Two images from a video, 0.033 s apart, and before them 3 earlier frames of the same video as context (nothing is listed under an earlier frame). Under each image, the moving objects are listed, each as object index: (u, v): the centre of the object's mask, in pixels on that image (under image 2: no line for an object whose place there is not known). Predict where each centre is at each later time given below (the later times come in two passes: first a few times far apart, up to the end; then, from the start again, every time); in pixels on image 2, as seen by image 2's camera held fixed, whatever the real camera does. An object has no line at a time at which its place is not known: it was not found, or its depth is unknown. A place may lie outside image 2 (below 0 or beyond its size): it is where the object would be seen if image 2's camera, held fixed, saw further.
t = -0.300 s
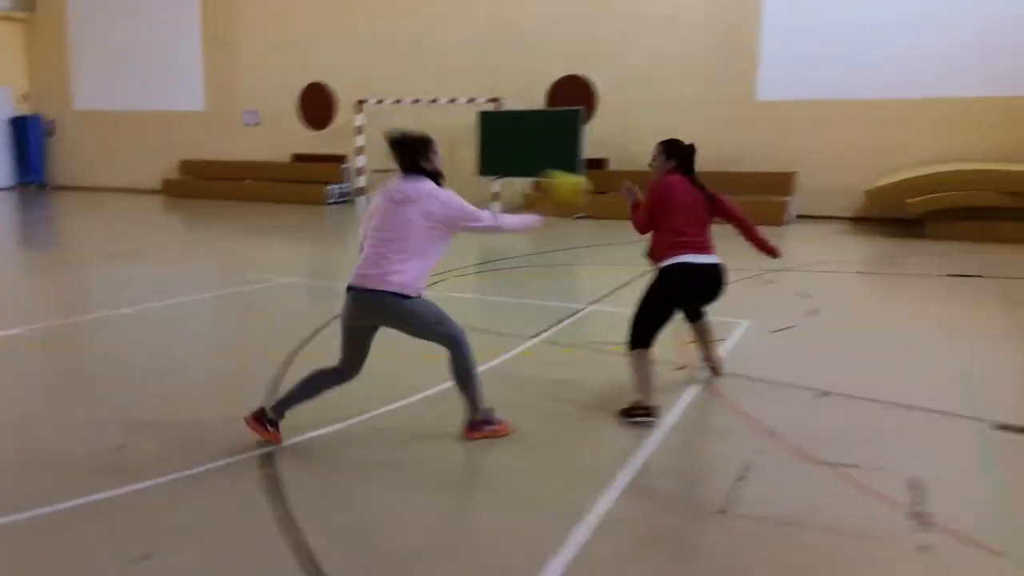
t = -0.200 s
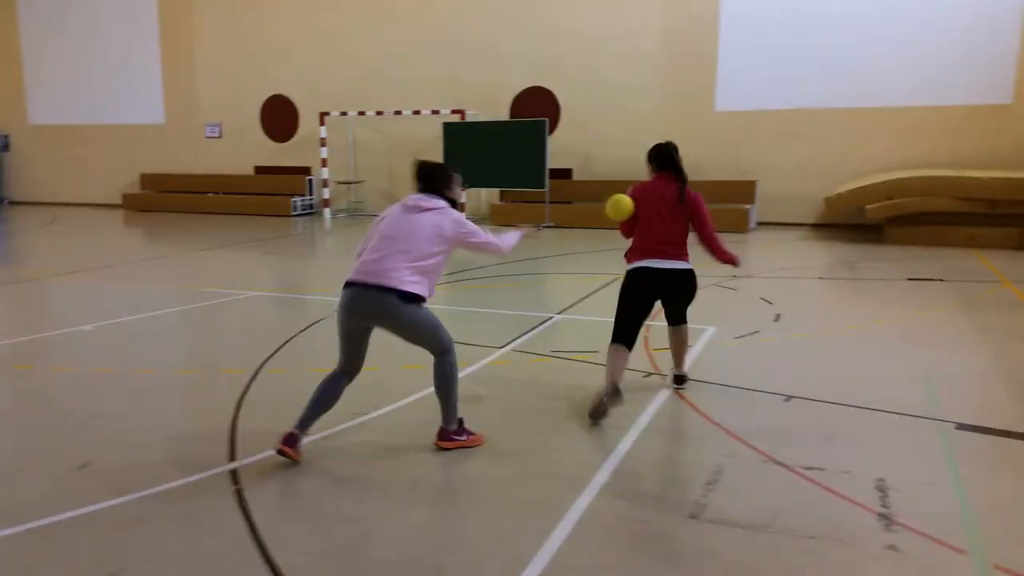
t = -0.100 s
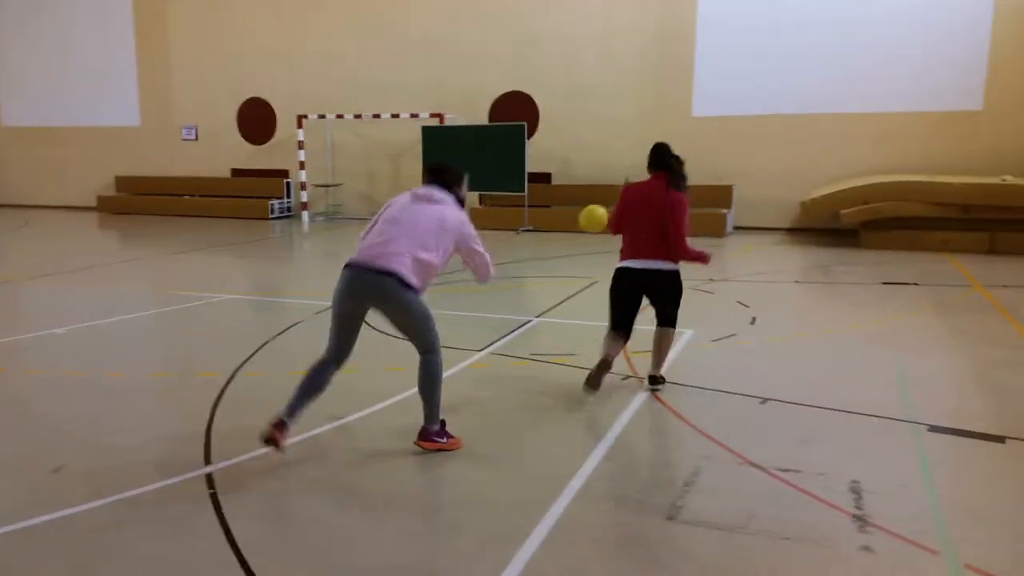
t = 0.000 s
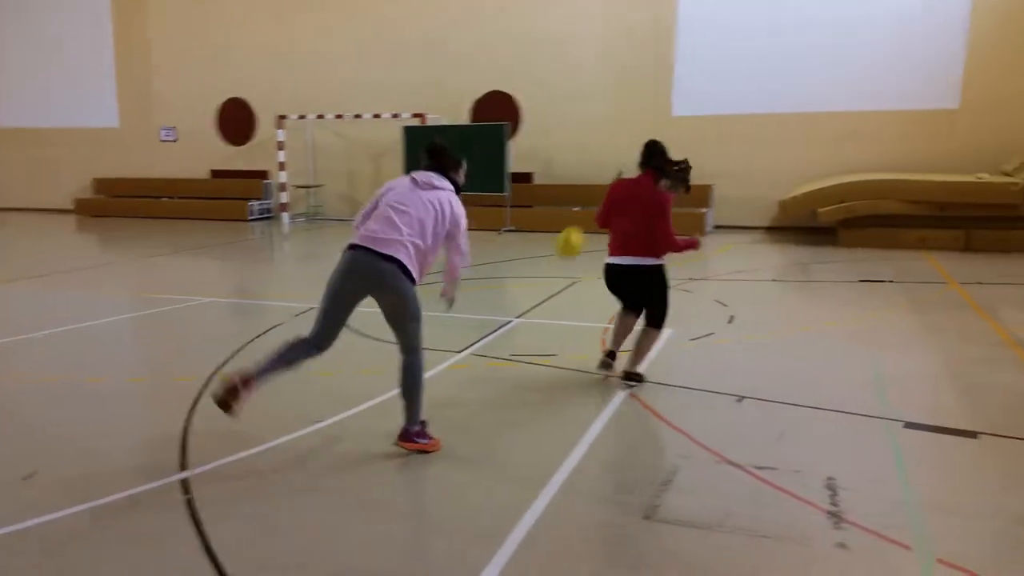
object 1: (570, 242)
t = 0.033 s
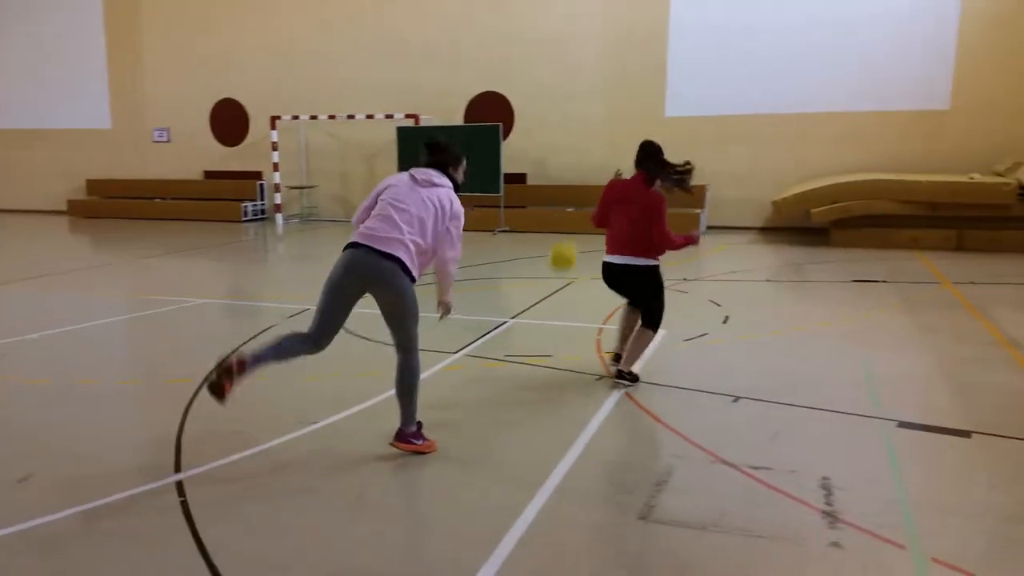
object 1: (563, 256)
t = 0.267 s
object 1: (554, 408)
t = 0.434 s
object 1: (557, 398)
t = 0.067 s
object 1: (562, 270)
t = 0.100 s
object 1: (561, 288)
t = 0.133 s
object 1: (559, 308)
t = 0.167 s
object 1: (558, 330)
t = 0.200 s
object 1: (556, 353)
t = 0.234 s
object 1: (556, 380)
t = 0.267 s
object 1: (554, 408)
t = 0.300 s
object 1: (554, 433)
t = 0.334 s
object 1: (554, 423)
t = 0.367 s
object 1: (555, 413)
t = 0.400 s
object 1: (556, 404)
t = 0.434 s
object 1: (557, 398)
